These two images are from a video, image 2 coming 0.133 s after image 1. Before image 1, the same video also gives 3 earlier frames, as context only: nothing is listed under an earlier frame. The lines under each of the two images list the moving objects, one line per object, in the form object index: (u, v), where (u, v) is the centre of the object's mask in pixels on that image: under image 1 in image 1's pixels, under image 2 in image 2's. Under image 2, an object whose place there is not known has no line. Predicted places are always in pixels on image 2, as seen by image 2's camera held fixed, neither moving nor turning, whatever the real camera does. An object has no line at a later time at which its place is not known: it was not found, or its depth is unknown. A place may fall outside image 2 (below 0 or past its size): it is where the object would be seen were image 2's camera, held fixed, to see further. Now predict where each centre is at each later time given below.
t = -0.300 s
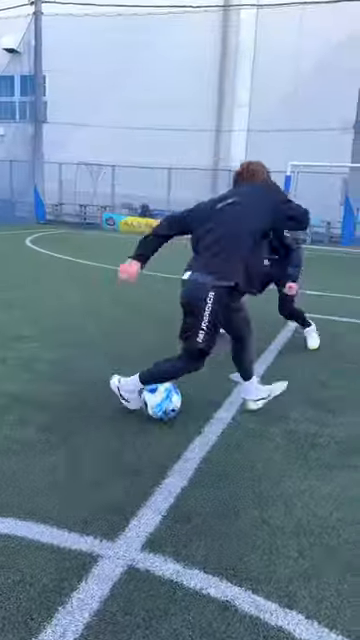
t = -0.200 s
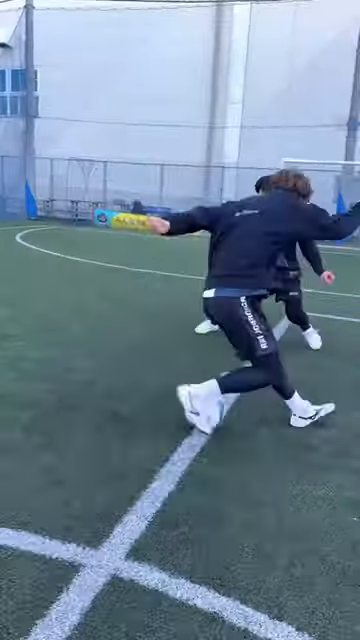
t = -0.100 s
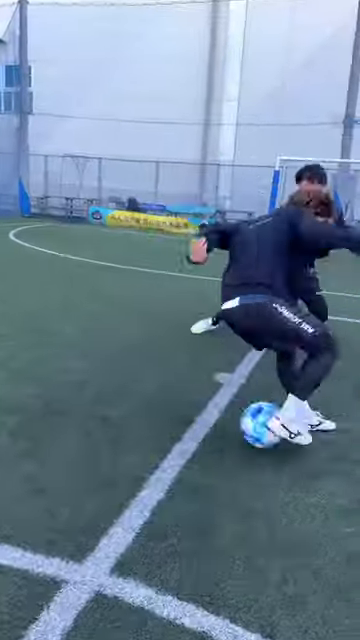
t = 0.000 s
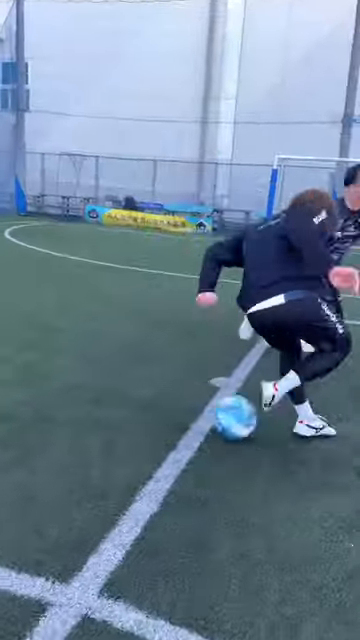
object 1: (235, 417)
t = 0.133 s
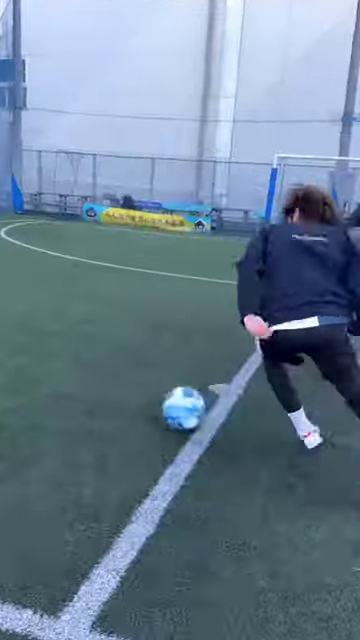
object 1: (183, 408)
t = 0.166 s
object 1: (173, 403)
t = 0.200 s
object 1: (163, 398)
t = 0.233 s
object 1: (153, 394)
